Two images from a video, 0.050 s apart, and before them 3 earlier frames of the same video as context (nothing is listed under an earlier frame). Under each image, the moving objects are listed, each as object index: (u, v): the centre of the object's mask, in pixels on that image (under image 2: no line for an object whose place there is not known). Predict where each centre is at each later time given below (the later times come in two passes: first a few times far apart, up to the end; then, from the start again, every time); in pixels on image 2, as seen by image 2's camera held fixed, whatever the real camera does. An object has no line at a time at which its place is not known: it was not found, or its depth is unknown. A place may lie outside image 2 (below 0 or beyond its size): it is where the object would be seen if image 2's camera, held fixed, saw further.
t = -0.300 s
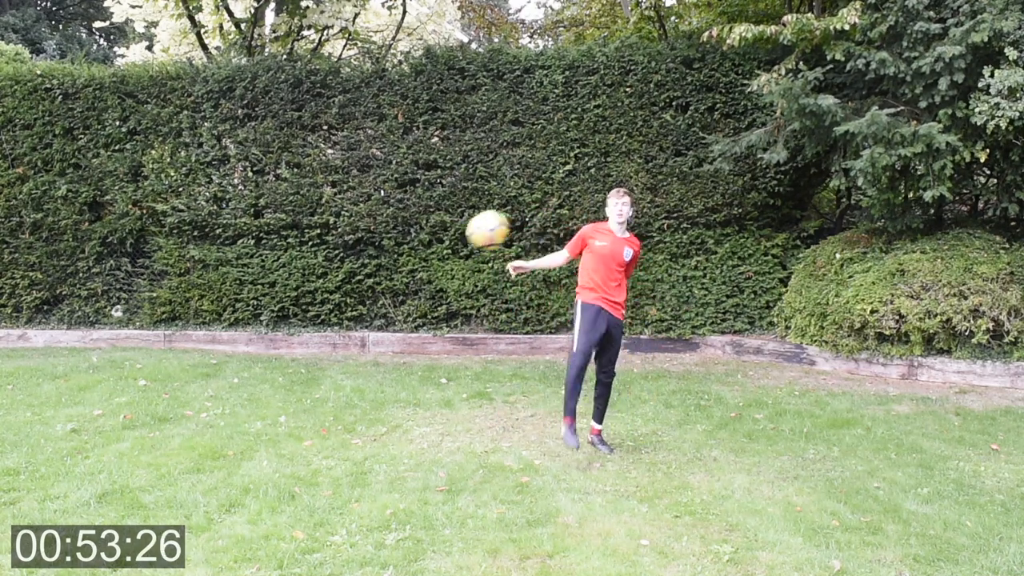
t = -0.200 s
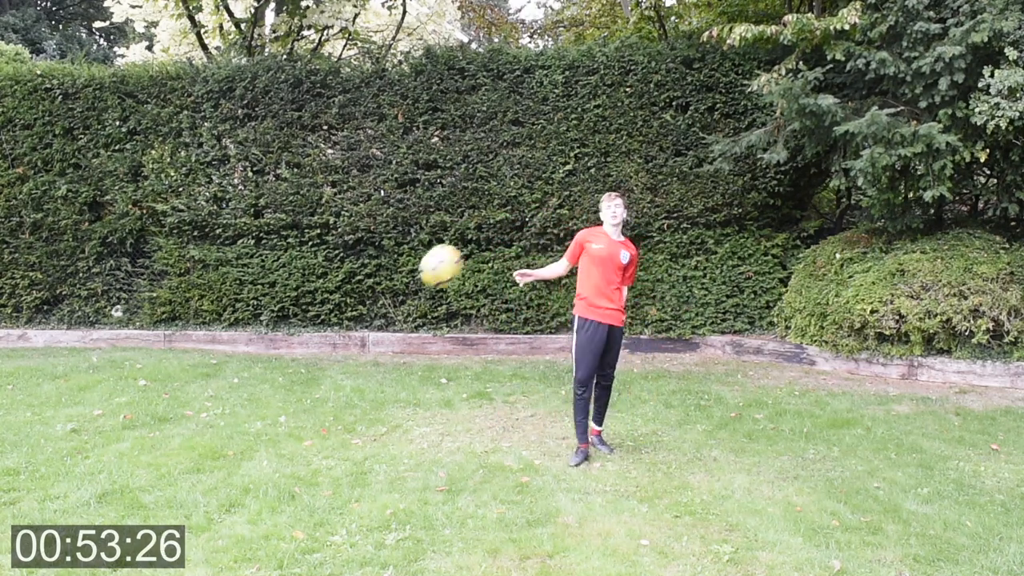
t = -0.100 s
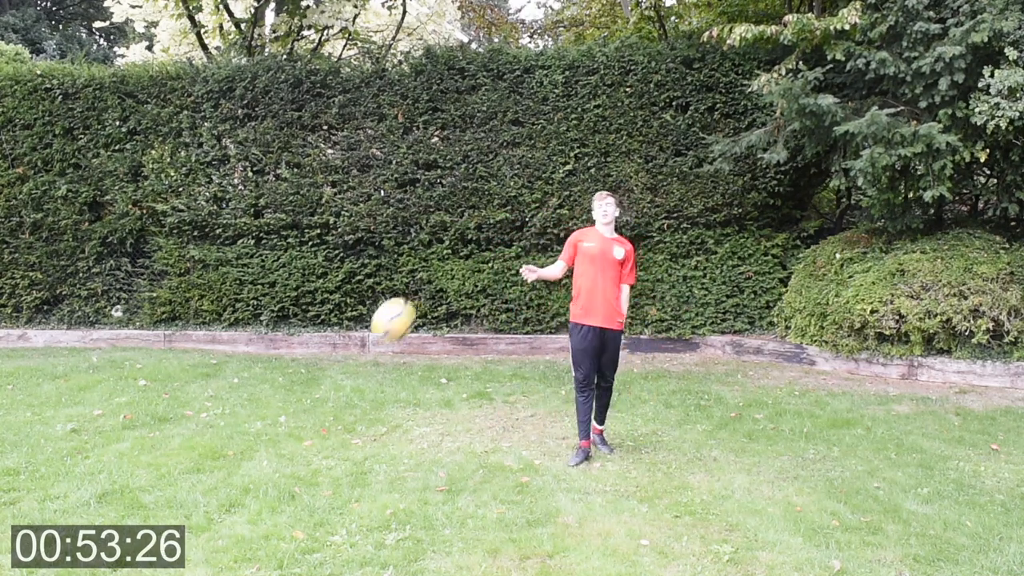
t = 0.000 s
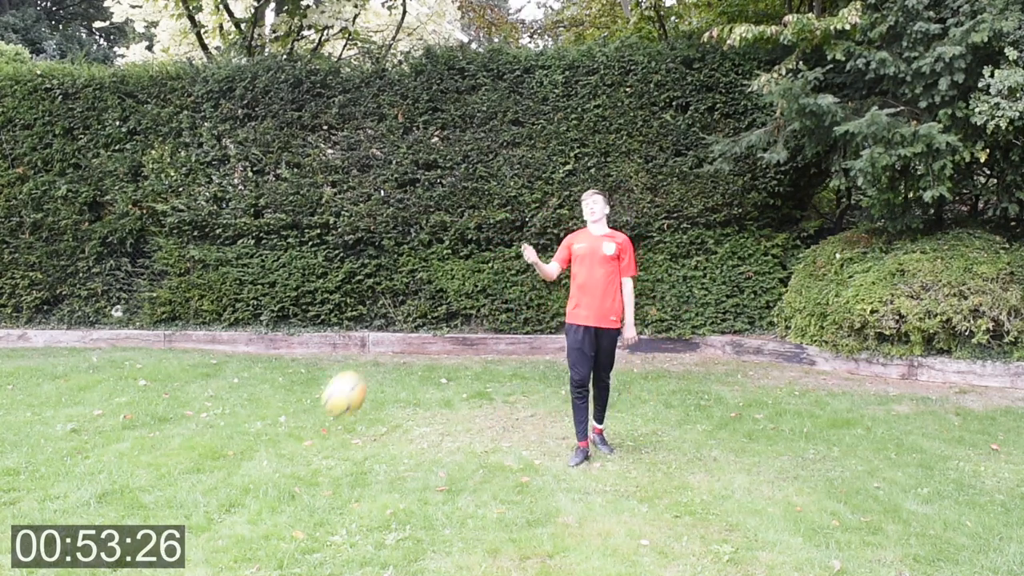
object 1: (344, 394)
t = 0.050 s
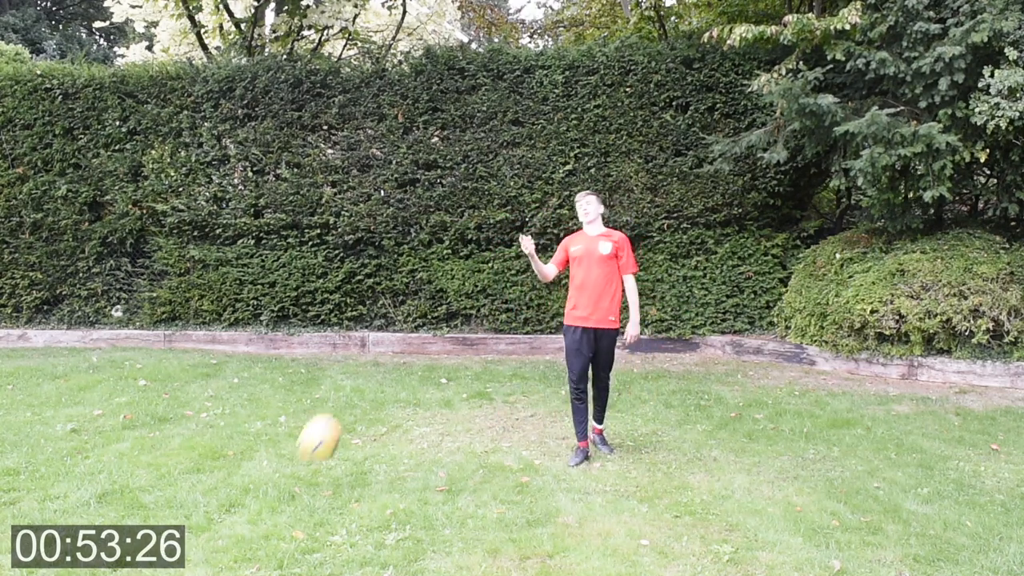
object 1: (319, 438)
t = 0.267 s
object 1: (256, 396)
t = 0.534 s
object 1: (195, 353)
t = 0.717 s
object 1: (157, 395)
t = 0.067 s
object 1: (311, 454)
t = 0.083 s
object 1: (303, 470)
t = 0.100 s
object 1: (296, 481)
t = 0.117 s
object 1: (291, 475)
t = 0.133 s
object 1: (287, 465)
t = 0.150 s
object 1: (283, 454)
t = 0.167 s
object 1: (279, 444)
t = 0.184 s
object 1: (275, 435)
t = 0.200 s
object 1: (271, 426)
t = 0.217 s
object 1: (267, 418)
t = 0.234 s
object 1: (263, 410)
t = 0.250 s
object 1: (260, 403)
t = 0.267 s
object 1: (256, 396)
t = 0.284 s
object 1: (252, 390)
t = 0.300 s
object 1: (248, 383)
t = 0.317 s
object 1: (245, 378)
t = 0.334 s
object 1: (241, 373)
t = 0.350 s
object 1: (237, 369)
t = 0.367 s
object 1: (234, 365)
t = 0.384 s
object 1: (230, 362)
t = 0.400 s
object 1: (226, 359)
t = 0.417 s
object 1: (222, 357)
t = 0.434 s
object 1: (218, 355)
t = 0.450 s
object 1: (214, 353)
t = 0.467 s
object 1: (210, 352)
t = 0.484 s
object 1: (207, 352)
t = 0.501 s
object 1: (203, 351)
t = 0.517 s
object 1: (199, 352)
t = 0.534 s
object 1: (195, 353)
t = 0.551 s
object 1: (192, 354)
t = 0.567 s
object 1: (189, 357)
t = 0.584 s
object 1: (185, 359)
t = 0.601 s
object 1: (182, 362)
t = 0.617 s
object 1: (178, 365)
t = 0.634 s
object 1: (175, 369)
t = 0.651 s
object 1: (171, 373)
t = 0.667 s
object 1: (168, 378)
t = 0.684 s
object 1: (164, 384)
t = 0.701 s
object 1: (160, 389)
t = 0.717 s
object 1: (157, 395)
